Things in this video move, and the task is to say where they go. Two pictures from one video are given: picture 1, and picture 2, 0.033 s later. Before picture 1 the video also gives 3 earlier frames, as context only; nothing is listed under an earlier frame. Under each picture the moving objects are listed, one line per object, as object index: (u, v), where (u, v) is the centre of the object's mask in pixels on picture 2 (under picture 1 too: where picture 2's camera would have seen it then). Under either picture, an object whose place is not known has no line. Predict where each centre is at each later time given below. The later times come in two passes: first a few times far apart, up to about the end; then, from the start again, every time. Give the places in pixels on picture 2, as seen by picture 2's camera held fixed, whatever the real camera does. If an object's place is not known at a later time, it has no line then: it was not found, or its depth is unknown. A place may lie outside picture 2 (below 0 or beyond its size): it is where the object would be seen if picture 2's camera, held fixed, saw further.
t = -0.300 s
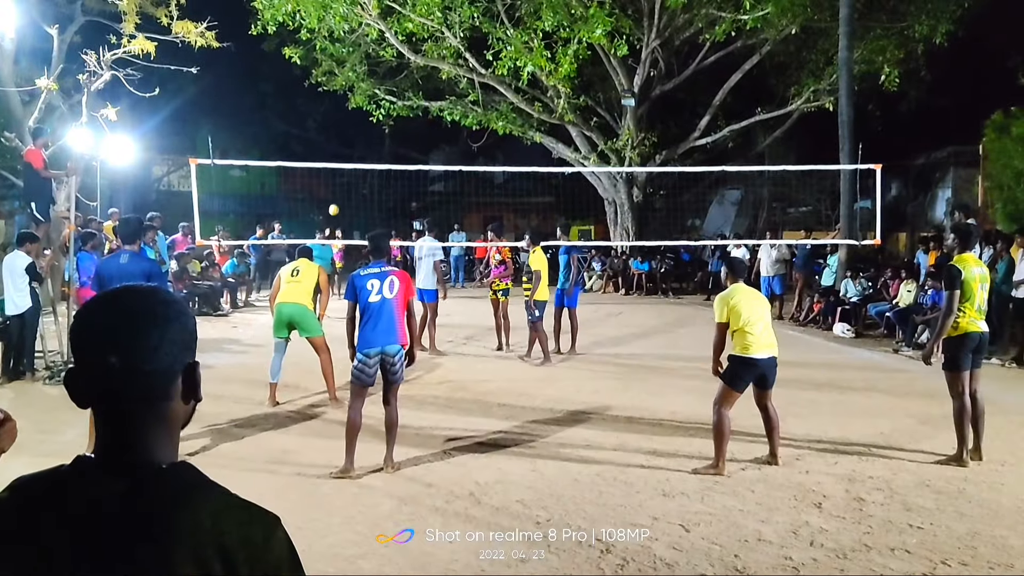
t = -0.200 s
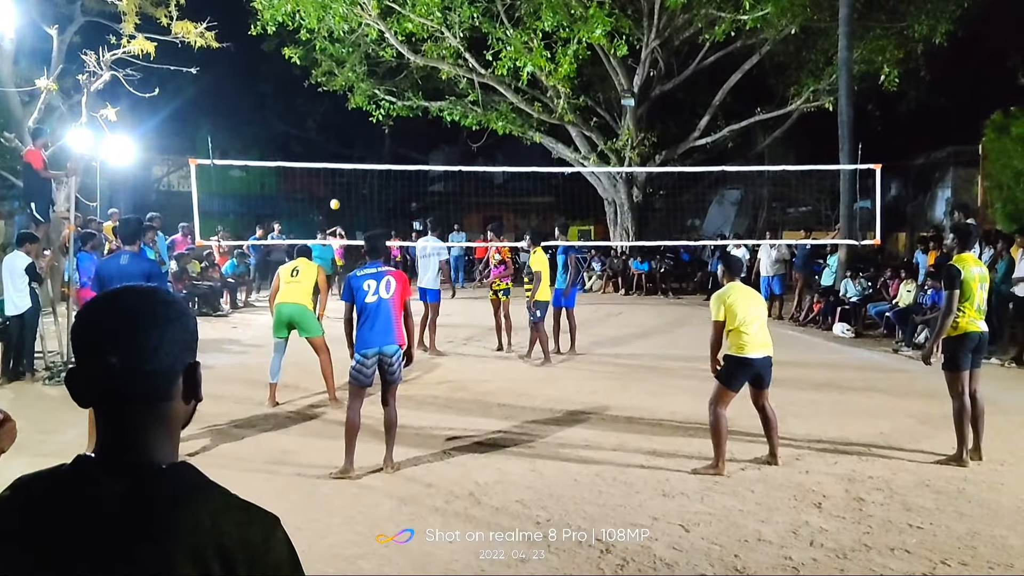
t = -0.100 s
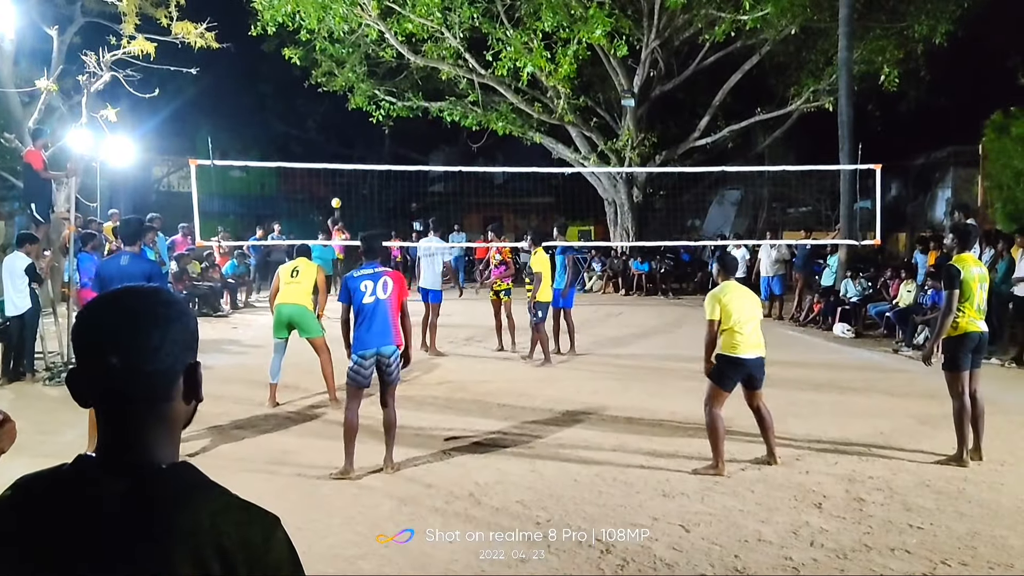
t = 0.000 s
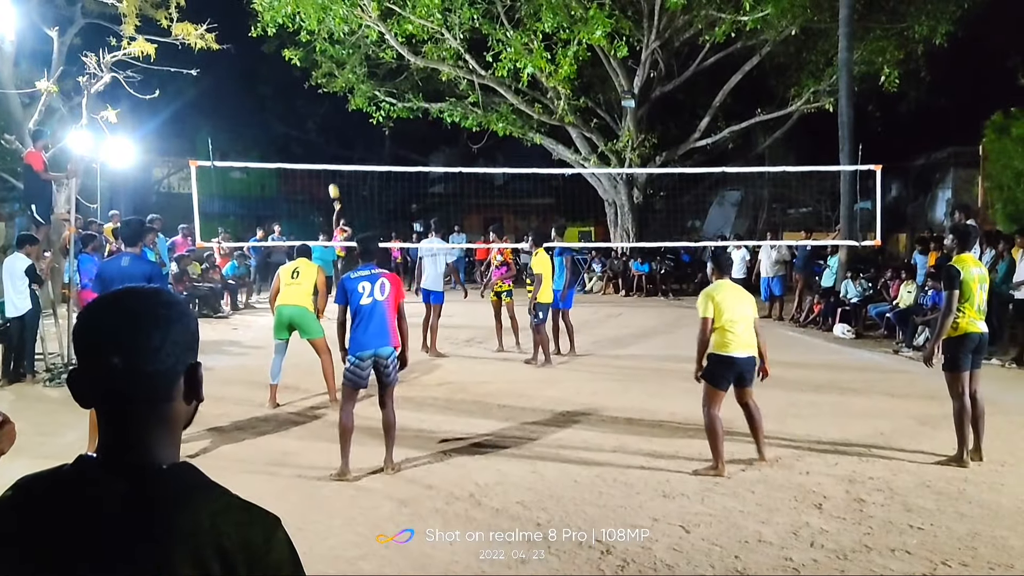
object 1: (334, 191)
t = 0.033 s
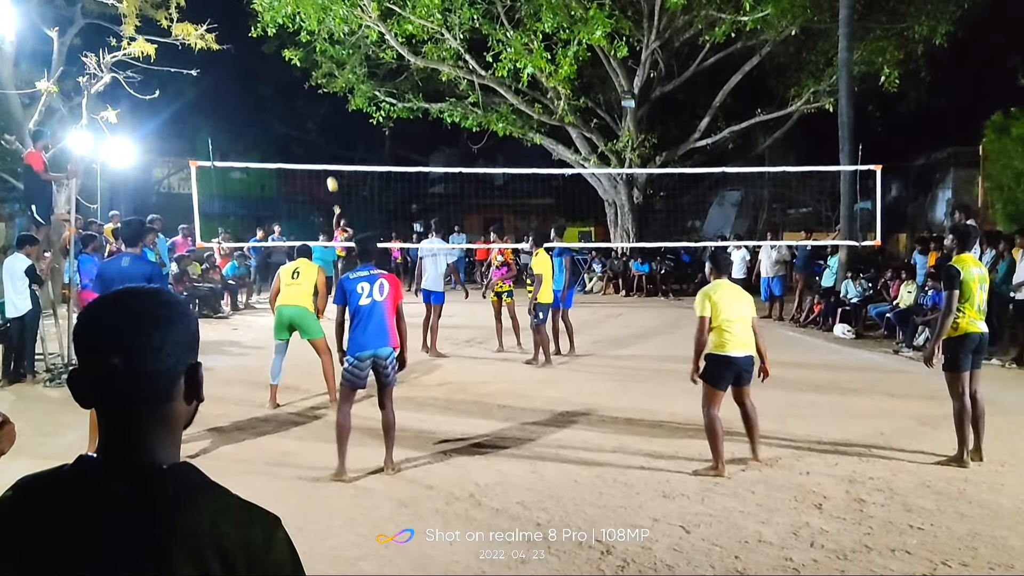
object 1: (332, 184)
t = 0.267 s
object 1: (321, 145)
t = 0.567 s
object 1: (304, 128)
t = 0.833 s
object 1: (276, 164)
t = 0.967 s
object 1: (256, 207)
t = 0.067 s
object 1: (330, 178)
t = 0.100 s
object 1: (329, 173)
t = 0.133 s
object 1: (327, 165)
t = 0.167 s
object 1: (326, 159)
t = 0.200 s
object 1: (324, 154)
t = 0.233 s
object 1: (323, 149)
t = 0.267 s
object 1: (321, 145)
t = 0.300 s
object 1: (320, 141)
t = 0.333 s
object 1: (318, 138)
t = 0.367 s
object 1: (317, 134)
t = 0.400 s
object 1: (315, 132)
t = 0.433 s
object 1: (313, 130)
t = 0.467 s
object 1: (312, 128)
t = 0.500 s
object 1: (309, 128)
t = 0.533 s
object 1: (307, 128)
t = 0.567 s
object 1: (304, 128)
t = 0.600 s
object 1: (302, 130)
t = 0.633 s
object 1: (299, 132)
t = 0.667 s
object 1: (295, 135)
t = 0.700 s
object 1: (292, 139)
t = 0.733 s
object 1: (288, 144)
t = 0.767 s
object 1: (284, 150)
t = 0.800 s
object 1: (279, 156)
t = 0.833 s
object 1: (276, 164)
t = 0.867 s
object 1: (270, 173)
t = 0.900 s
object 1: (266, 182)
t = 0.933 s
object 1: (261, 194)
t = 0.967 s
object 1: (256, 207)
